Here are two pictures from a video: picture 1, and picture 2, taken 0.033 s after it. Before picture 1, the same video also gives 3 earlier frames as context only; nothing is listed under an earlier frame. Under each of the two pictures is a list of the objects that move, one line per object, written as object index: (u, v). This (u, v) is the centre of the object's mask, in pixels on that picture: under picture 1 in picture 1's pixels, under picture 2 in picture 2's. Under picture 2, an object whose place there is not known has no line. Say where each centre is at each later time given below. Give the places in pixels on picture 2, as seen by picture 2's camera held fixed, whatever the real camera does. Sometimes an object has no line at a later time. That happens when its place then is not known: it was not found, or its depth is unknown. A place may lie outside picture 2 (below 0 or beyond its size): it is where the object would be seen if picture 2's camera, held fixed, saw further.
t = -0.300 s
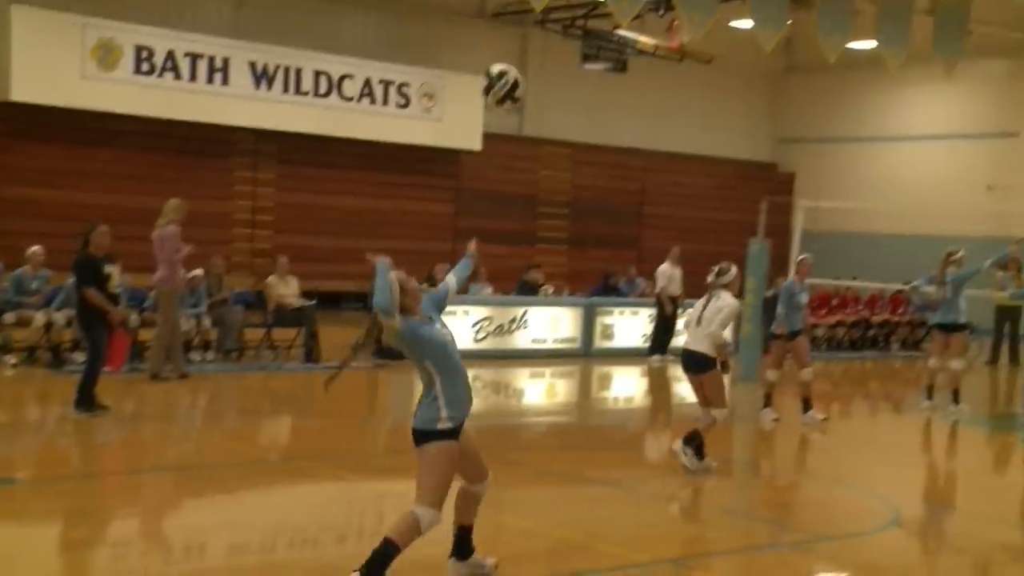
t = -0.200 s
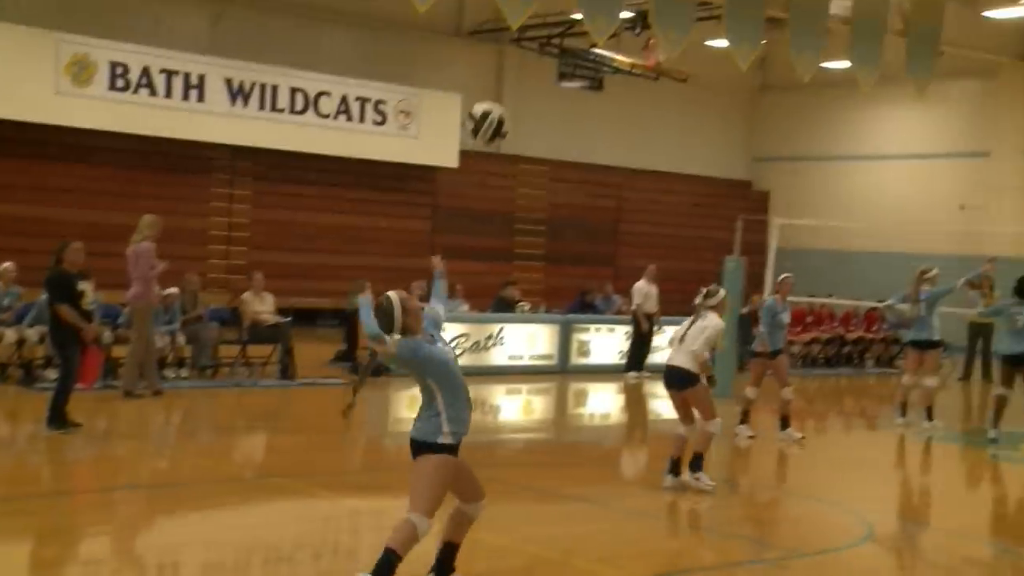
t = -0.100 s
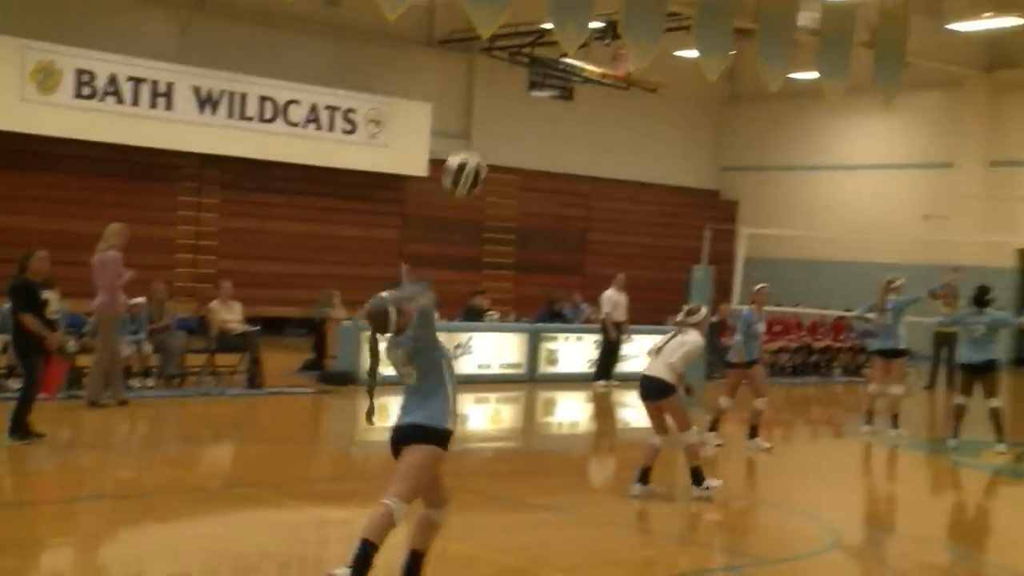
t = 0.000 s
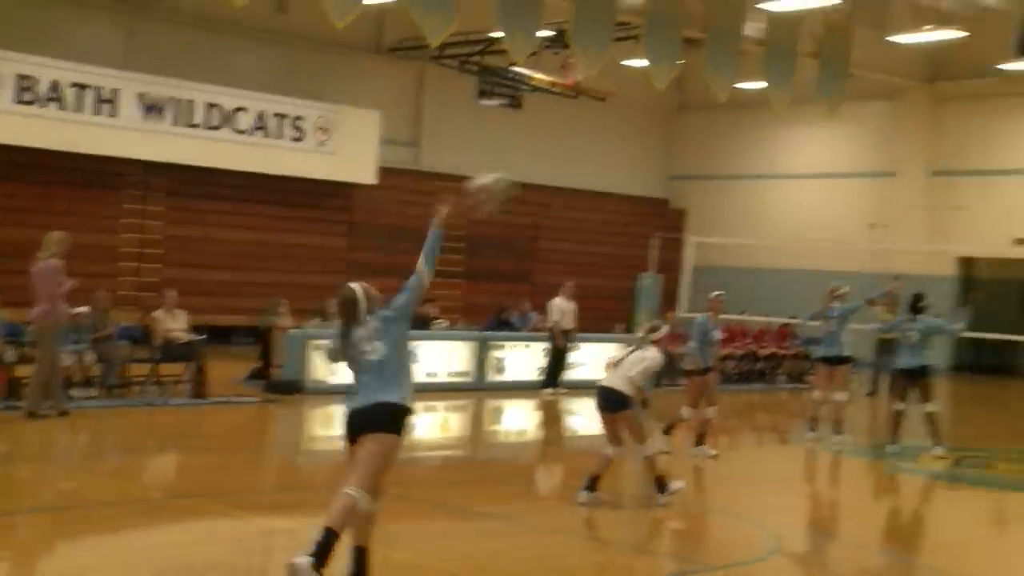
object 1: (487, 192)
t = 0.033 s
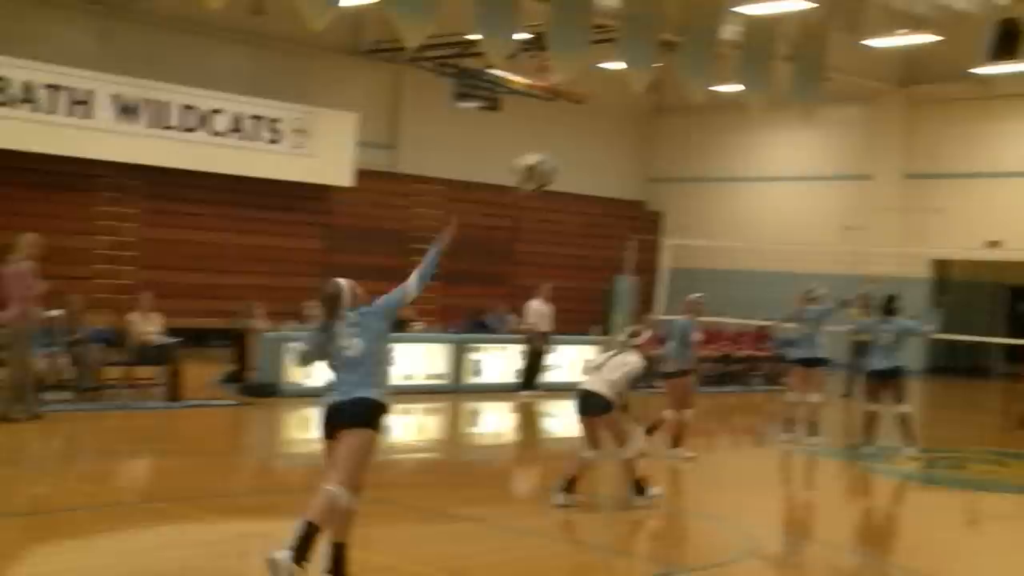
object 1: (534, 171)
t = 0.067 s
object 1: (595, 152)
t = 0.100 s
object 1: (649, 137)
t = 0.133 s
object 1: (701, 124)
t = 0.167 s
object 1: (749, 113)
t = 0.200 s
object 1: (792, 103)
